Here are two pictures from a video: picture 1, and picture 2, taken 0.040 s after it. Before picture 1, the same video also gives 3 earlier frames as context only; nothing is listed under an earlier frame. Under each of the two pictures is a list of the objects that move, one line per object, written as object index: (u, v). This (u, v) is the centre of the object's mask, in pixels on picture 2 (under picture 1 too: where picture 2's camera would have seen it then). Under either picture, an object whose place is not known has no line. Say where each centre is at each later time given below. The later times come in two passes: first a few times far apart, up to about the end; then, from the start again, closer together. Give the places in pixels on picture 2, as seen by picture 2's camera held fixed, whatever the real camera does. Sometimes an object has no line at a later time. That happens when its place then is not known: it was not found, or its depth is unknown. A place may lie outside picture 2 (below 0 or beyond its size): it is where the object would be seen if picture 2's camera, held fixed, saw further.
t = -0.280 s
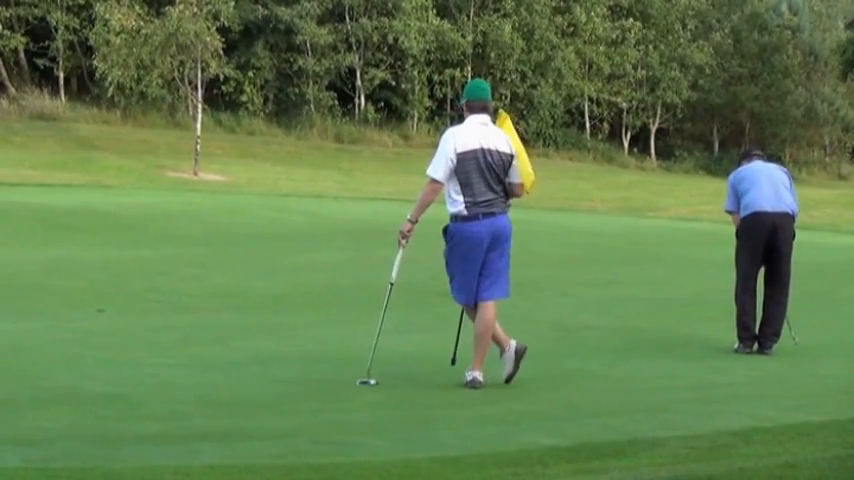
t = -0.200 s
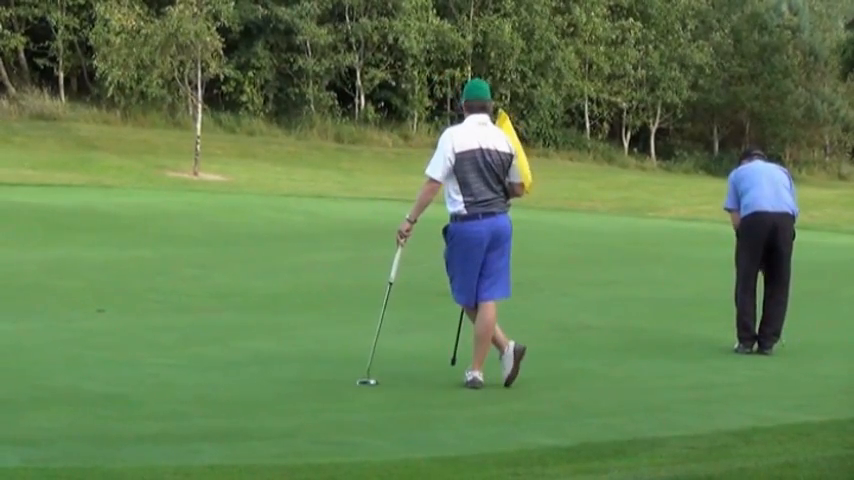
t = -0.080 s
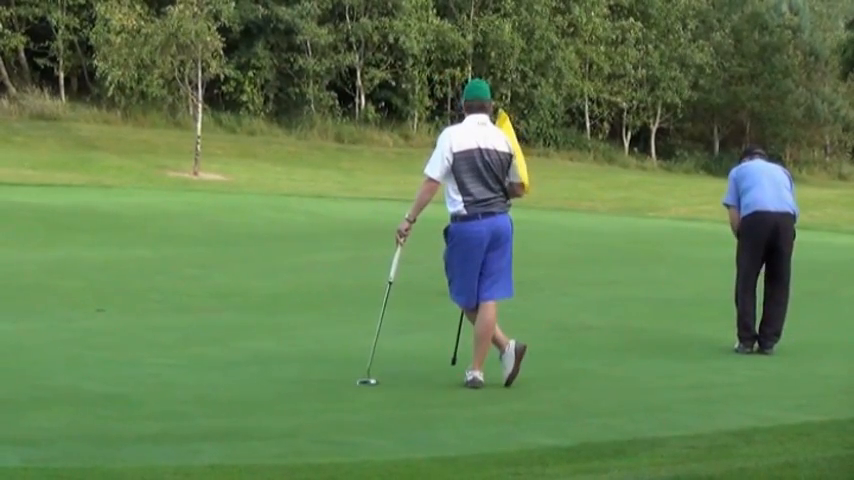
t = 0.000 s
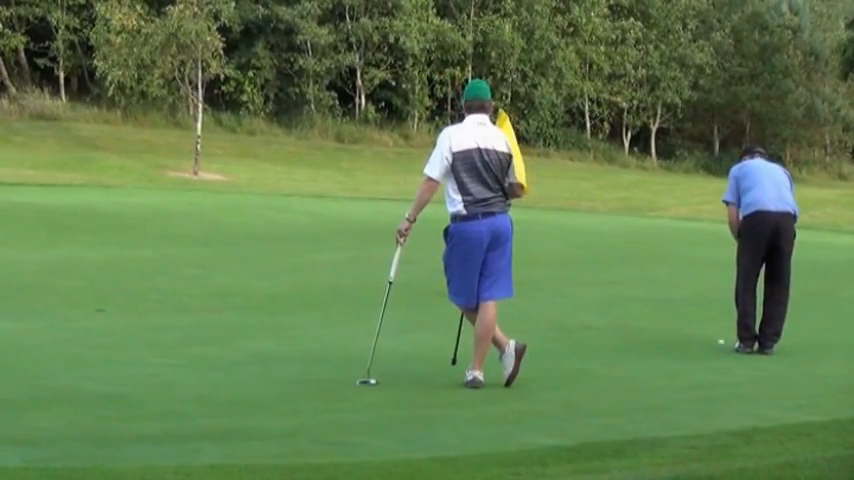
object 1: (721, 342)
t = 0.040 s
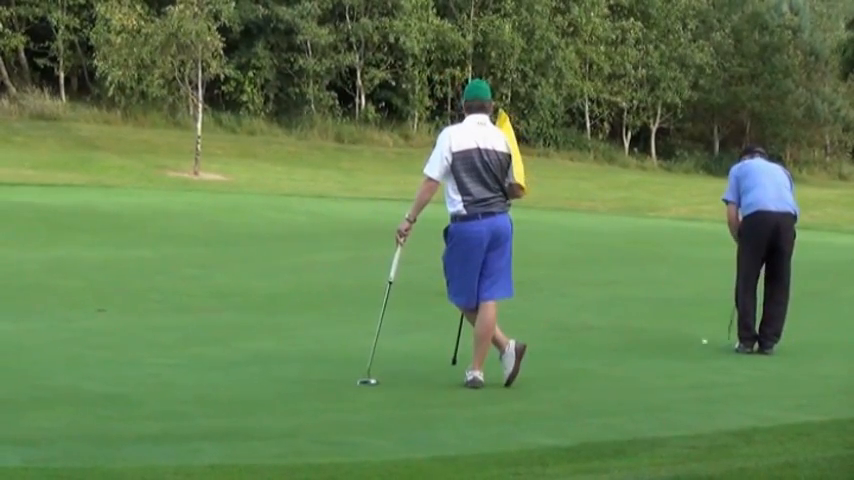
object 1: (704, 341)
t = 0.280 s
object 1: (630, 338)
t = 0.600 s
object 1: (548, 336)
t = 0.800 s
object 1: (502, 333)
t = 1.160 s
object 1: (426, 330)
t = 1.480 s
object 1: (369, 328)
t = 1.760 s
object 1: (325, 325)
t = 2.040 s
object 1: (289, 323)
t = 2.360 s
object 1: (253, 320)
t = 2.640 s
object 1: (227, 318)
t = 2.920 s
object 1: (204, 316)
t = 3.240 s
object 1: (182, 313)
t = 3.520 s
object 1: (168, 311)
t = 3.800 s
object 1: (158, 309)
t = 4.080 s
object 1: (151, 307)
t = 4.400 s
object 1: (147, 306)
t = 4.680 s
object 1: (144, 305)
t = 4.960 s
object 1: (144, 305)
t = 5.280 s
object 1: (145, 305)
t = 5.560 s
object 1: (144, 305)
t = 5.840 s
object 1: (144, 305)
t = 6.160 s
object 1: (143, 306)
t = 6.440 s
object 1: (142, 307)
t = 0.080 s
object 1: (689, 341)
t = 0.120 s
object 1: (676, 340)
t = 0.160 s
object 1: (664, 340)
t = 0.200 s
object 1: (652, 339)
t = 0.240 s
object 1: (641, 339)
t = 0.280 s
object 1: (630, 338)
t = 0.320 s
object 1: (619, 338)
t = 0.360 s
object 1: (609, 338)
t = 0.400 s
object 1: (598, 337)
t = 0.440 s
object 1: (588, 337)
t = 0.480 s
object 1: (577, 337)
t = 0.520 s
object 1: (567, 336)
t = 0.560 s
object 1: (558, 336)
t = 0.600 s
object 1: (548, 336)
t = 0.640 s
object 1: (538, 336)
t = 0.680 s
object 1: (529, 335)
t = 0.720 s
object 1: (519, 335)
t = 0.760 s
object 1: (510, 334)
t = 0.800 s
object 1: (502, 333)
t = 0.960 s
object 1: (466, 332)
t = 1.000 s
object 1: (456, 332)
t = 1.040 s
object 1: (449, 331)
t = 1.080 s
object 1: (441, 331)
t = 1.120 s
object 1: (433, 331)
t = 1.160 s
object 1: (426, 330)
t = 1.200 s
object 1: (418, 330)
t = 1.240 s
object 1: (410, 330)
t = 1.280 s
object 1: (403, 329)
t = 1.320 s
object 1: (396, 329)
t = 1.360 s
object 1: (389, 329)
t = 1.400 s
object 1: (383, 329)
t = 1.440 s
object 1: (375, 328)
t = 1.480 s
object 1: (369, 328)
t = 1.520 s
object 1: (362, 327)
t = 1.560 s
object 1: (355, 327)
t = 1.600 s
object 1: (349, 326)
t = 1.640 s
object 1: (343, 326)
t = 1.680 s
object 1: (337, 326)
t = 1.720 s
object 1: (331, 325)
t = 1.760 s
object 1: (325, 325)
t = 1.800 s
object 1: (320, 325)
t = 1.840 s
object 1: (314, 324)
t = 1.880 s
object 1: (309, 324)
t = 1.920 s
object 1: (304, 323)
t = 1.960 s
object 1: (299, 323)
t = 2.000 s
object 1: (294, 323)
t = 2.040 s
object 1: (289, 323)
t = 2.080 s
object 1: (284, 322)
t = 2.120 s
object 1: (279, 322)
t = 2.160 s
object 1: (275, 322)
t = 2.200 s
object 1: (270, 321)
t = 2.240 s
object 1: (266, 321)
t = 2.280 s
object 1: (262, 321)
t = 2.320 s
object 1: (257, 321)
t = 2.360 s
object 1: (253, 320)
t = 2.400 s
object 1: (249, 320)
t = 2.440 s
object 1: (244, 319)
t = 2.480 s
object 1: (241, 320)
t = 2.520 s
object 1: (237, 319)
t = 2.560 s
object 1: (233, 319)
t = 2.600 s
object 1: (230, 318)
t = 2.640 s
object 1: (227, 318)
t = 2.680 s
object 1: (223, 317)
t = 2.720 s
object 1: (219, 317)
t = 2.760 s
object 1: (216, 317)
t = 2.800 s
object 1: (212, 316)
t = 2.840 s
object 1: (209, 316)
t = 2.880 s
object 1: (207, 316)
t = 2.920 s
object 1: (204, 316)
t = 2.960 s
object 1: (201, 315)
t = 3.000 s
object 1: (198, 315)
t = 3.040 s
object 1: (195, 315)
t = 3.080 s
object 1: (192, 315)
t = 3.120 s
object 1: (190, 314)
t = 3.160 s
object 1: (187, 314)
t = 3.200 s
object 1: (184, 313)
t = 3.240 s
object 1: (182, 313)
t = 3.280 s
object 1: (180, 313)
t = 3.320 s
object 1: (178, 313)
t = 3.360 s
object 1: (176, 313)
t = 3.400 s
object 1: (173, 312)
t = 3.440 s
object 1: (171, 312)
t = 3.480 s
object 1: (170, 311)
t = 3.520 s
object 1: (168, 311)
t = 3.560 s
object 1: (166, 311)
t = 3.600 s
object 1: (165, 310)
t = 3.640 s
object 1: (164, 310)
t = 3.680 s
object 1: (162, 310)
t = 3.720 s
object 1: (161, 309)
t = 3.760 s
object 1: (159, 309)
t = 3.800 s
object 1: (158, 309)
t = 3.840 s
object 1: (157, 309)
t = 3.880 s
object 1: (156, 308)
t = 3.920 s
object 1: (155, 308)
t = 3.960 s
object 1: (154, 308)
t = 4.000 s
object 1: (153, 308)
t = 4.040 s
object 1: (152, 308)
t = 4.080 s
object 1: (151, 307)
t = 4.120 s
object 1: (150, 307)
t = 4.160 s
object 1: (150, 307)
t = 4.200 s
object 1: (149, 306)
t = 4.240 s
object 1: (149, 306)
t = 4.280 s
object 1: (148, 306)
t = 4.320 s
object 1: (148, 306)
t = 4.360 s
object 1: (147, 306)
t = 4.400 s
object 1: (147, 306)
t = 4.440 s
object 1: (146, 305)
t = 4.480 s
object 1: (146, 306)
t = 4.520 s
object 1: (145, 305)
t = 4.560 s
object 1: (145, 305)
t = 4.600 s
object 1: (145, 305)
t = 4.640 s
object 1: (144, 305)
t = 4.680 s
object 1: (144, 305)
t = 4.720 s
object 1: (144, 305)
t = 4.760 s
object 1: (144, 305)
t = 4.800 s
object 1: (144, 305)
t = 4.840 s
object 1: (144, 305)
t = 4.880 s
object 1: (144, 305)
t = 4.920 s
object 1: (144, 305)
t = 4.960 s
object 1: (144, 305)
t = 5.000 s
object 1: (144, 305)
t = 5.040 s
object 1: (144, 305)
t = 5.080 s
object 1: (144, 304)
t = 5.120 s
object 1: (145, 305)
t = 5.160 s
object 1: (145, 305)
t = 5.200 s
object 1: (145, 305)
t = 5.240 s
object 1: (145, 305)
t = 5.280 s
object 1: (145, 305)
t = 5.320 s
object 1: (145, 305)
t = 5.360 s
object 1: (145, 305)
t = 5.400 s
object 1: (145, 305)
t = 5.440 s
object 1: (145, 305)
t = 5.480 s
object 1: (145, 305)
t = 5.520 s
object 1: (144, 305)
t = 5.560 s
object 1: (144, 305)
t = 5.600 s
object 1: (145, 305)
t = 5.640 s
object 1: (144, 305)
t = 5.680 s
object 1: (144, 305)
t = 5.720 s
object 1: (144, 305)
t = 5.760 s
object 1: (144, 305)
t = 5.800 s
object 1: (144, 305)
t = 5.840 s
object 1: (144, 305)
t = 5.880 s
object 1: (144, 305)
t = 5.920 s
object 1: (144, 305)
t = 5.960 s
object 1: (144, 305)
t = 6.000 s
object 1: (144, 305)
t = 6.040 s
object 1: (143, 306)
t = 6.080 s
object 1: (143, 306)
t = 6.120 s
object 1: (143, 306)
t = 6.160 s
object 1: (143, 306)
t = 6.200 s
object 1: (143, 306)
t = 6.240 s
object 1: (143, 306)
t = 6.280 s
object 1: (143, 306)
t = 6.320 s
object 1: (143, 306)
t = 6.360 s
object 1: (142, 307)
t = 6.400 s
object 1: (143, 307)
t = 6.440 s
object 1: (142, 307)
